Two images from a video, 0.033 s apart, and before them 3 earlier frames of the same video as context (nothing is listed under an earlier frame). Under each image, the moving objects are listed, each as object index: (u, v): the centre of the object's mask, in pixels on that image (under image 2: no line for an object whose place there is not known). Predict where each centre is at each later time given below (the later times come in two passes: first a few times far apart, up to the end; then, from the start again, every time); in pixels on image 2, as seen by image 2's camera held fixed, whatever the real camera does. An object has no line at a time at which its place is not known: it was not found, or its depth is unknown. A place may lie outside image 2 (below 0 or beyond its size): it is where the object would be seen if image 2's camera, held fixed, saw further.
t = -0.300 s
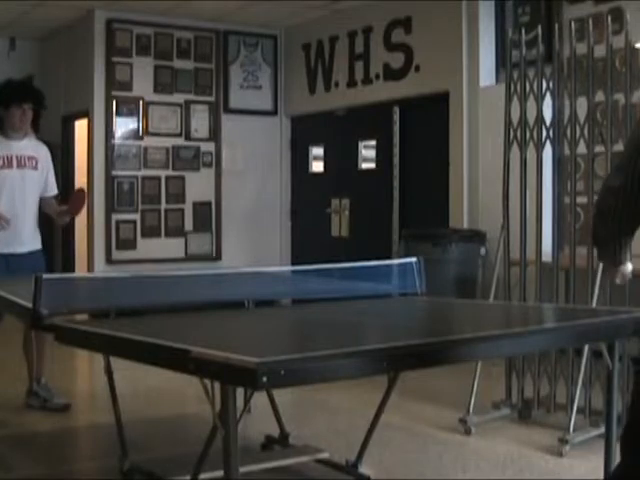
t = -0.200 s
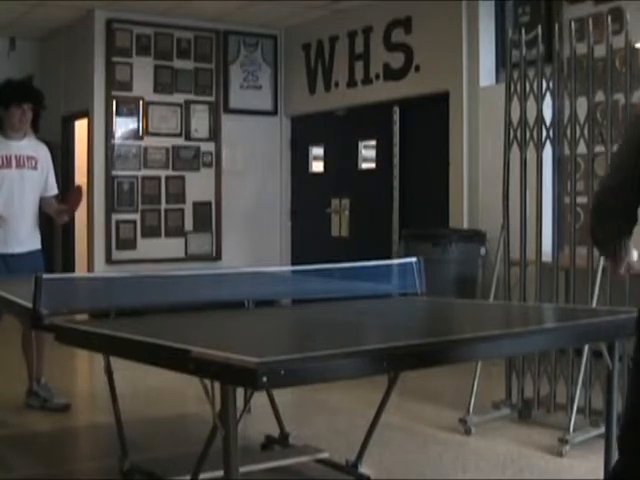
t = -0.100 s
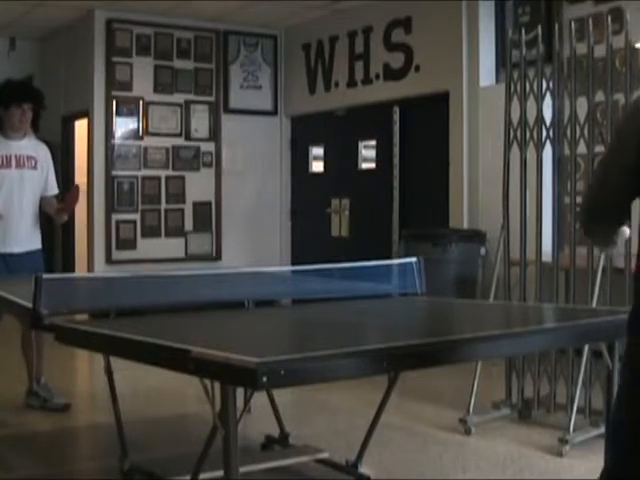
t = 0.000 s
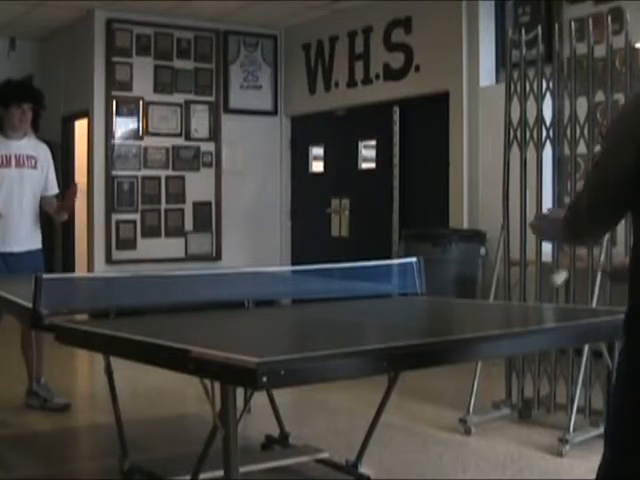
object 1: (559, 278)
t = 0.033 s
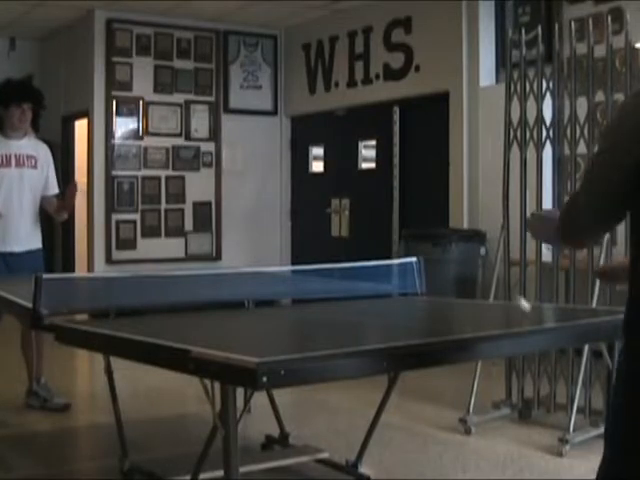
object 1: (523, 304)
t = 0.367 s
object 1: (302, 191)
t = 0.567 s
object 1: (219, 274)
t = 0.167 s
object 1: (420, 210)
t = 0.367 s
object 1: (302, 191)
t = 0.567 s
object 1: (219, 274)
